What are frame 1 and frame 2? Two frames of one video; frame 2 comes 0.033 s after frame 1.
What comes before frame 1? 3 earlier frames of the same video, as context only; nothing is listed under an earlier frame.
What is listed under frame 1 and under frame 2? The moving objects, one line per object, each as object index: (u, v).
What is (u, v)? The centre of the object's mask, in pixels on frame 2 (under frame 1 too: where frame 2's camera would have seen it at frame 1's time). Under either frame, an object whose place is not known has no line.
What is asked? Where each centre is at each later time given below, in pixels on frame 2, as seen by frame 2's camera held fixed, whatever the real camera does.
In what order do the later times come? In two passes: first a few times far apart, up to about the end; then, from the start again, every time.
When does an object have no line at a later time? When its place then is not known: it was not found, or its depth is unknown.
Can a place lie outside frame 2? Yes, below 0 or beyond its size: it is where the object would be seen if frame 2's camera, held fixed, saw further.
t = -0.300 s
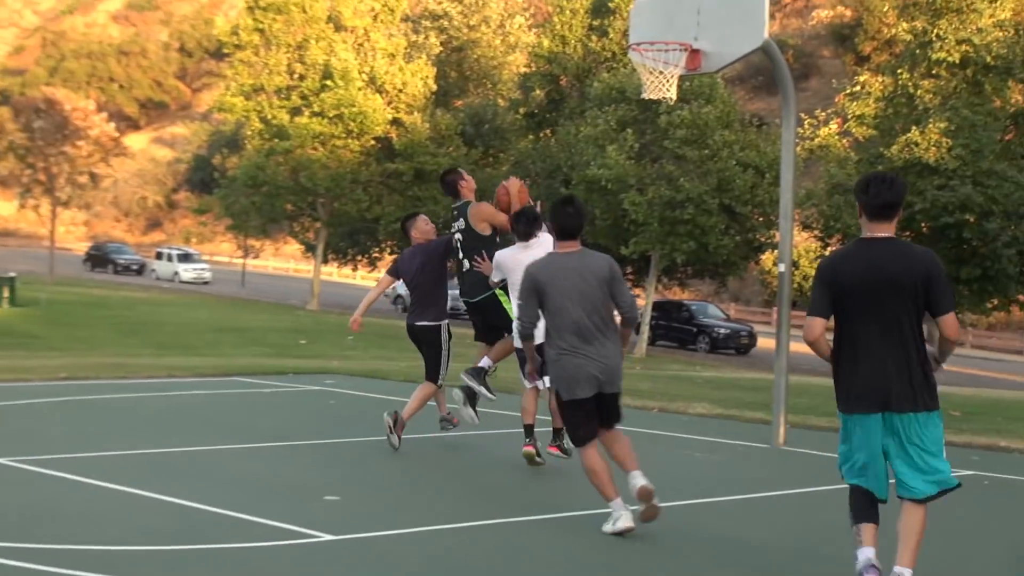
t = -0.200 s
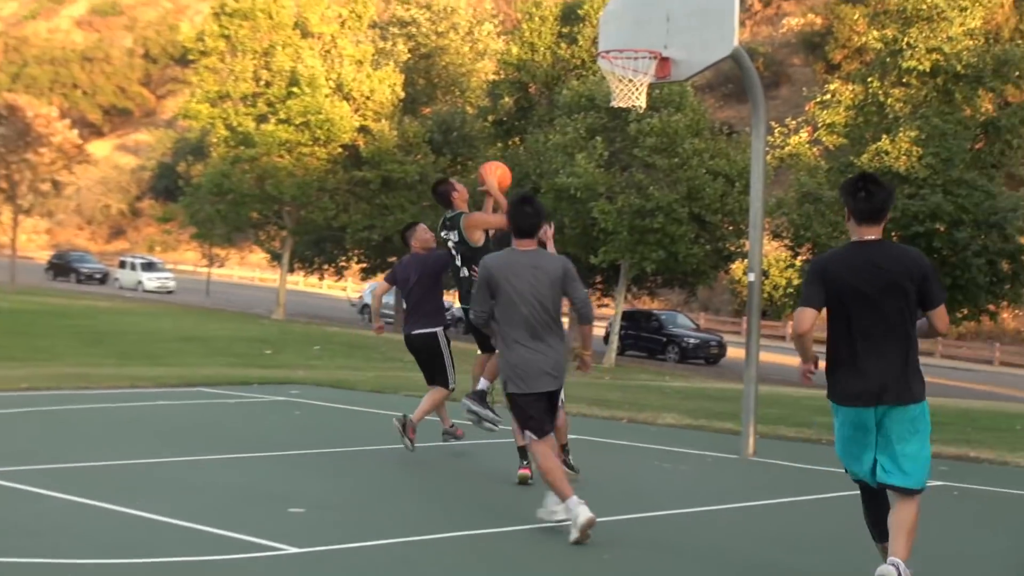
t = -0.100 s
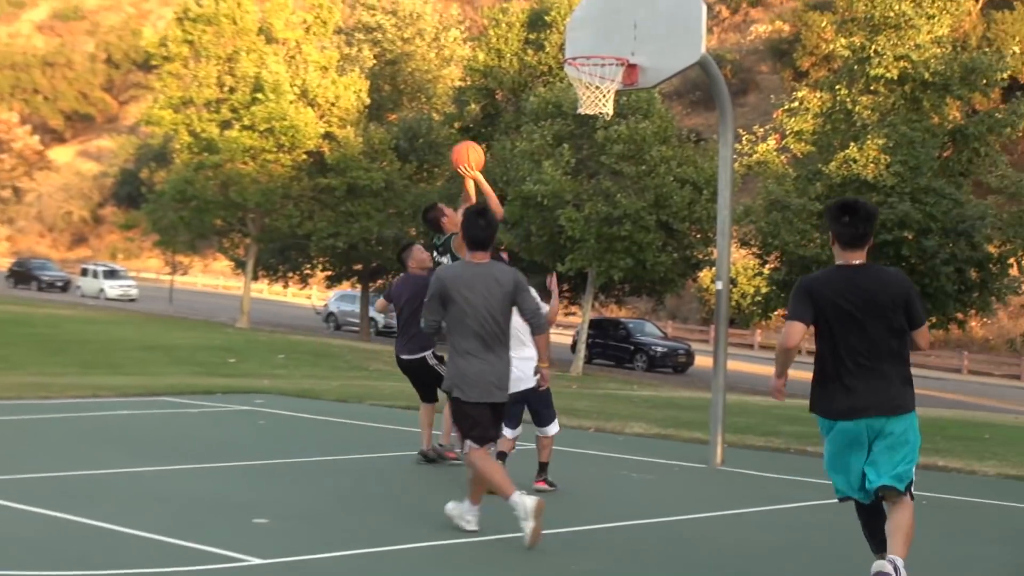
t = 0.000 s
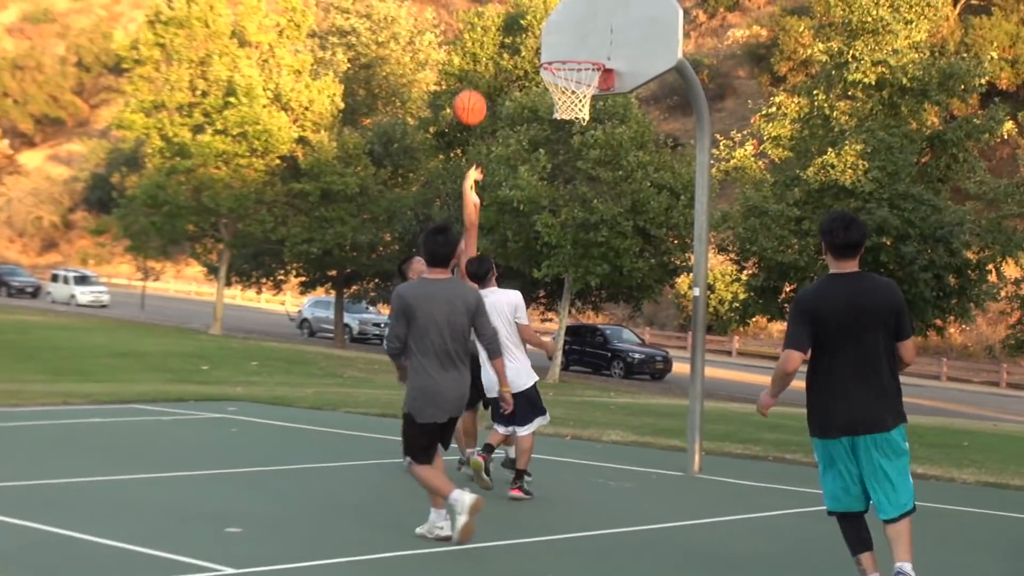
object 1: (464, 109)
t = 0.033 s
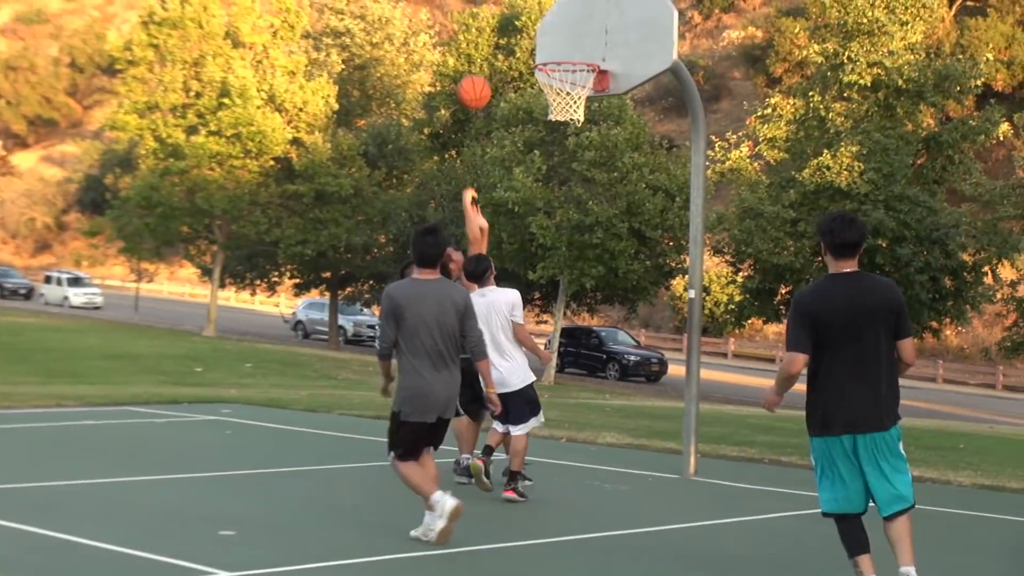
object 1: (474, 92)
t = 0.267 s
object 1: (540, 18)
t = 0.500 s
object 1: (605, 20)
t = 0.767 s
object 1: (621, 70)
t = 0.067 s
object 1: (484, 77)
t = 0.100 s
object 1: (493, 64)
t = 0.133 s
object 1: (503, 51)
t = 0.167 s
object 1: (512, 41)
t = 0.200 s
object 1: (521, 31)
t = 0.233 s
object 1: (531, 24)
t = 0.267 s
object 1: (540, 18)
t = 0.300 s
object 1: (550, 14)
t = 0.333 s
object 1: (560, 11)
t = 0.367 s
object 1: (569, 10)
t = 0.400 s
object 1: (578, 10)
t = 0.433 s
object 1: (587, 11)
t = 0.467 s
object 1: (596, 15)
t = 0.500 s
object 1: (605, 20)
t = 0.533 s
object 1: (614, 26)
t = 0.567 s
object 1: (618, 33)
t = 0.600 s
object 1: (615, 40)
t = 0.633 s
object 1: (611, 49)
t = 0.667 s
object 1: (609, 59)
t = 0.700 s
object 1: (613, 61)
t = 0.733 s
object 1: (617, 64)
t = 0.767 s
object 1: (621, 70)
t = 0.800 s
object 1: (625, 77)
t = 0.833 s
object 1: (629, 86)
